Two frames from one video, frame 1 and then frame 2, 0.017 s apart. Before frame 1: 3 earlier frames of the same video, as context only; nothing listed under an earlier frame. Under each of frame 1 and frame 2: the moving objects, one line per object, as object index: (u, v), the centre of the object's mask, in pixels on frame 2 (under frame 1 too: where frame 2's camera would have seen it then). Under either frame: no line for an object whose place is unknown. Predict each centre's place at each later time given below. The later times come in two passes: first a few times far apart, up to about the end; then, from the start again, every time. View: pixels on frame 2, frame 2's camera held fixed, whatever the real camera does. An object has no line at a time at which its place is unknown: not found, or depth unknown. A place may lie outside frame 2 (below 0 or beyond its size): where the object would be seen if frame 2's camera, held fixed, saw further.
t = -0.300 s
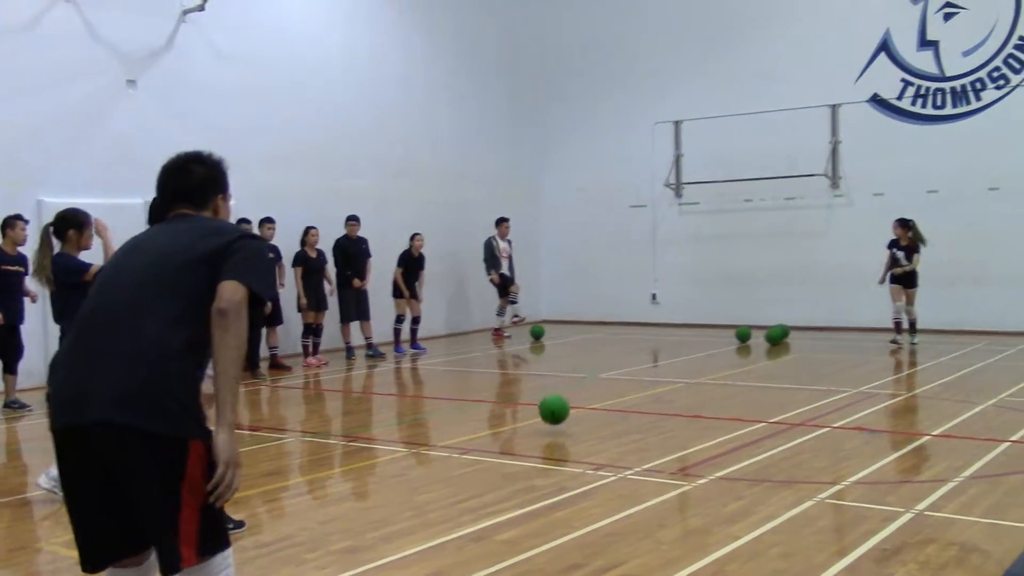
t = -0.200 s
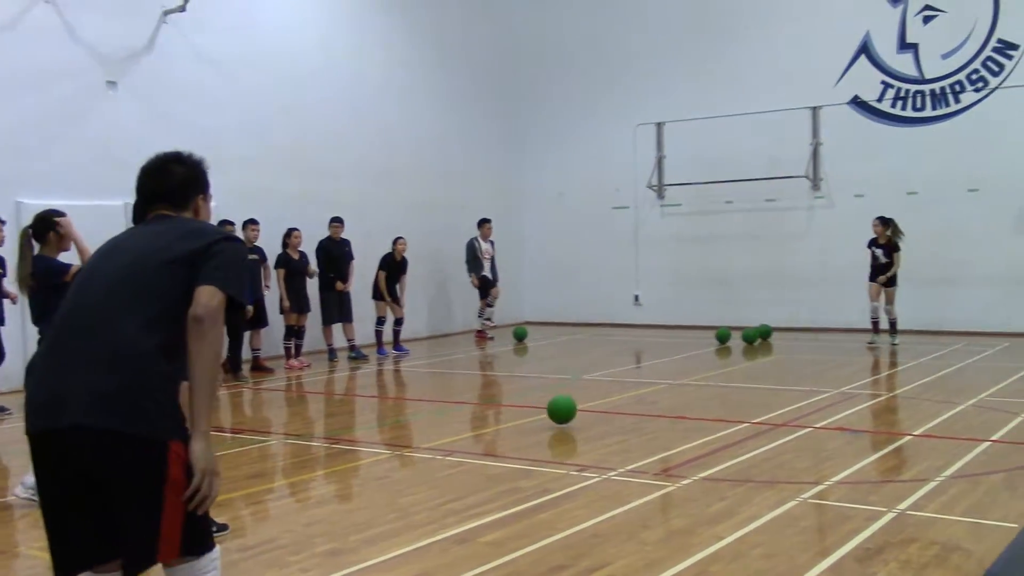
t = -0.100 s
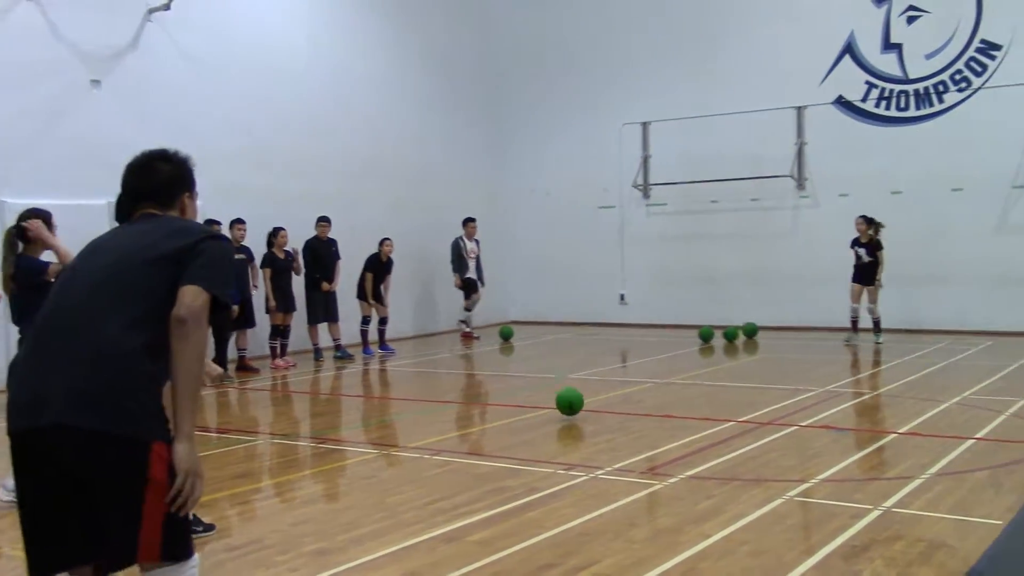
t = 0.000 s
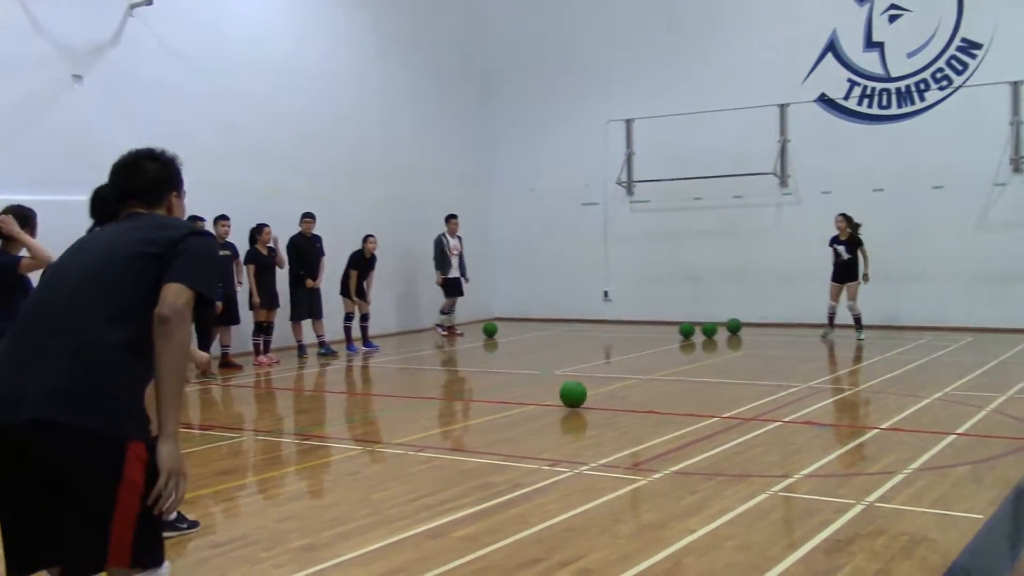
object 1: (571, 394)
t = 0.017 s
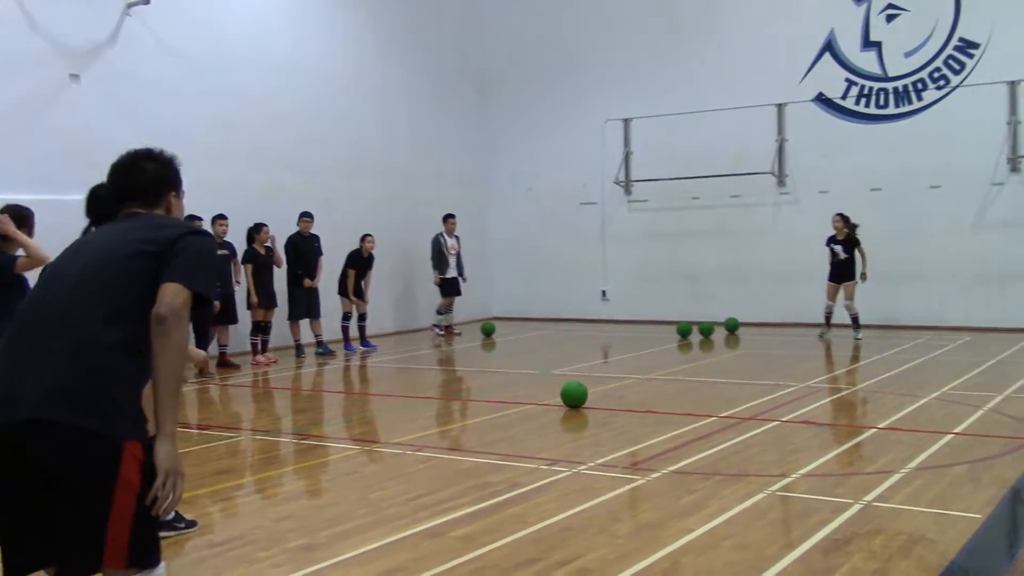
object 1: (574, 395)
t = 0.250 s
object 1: (612, 381)
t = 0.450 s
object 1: (640, 374)
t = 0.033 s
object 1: (577, 395)
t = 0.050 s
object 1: (580, 392)
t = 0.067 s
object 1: (583, 391)
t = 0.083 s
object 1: (586, 390)
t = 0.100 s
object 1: (589, 389)
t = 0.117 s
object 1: (591, 388)
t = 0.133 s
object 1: (594, 387)
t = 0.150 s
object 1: (597, 387)
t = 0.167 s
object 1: (599, 387)
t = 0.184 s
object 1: (602, 386)
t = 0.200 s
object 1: (605, 385)
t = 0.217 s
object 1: (607, 383)
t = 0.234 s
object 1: (610, 382)
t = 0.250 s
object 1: (612, 381)
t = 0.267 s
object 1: (614, 381)
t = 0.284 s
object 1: (617, 381)
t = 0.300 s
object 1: (620, 381)
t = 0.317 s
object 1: (622, 379)
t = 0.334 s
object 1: (624, 378)
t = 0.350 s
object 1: (627, 378)
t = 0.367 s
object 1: (629, 377)
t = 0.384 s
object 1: (631, 377)
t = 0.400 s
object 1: (633, 376)
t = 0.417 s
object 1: (636, 375)
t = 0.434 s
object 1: (638, 374)
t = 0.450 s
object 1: (640, 374)
